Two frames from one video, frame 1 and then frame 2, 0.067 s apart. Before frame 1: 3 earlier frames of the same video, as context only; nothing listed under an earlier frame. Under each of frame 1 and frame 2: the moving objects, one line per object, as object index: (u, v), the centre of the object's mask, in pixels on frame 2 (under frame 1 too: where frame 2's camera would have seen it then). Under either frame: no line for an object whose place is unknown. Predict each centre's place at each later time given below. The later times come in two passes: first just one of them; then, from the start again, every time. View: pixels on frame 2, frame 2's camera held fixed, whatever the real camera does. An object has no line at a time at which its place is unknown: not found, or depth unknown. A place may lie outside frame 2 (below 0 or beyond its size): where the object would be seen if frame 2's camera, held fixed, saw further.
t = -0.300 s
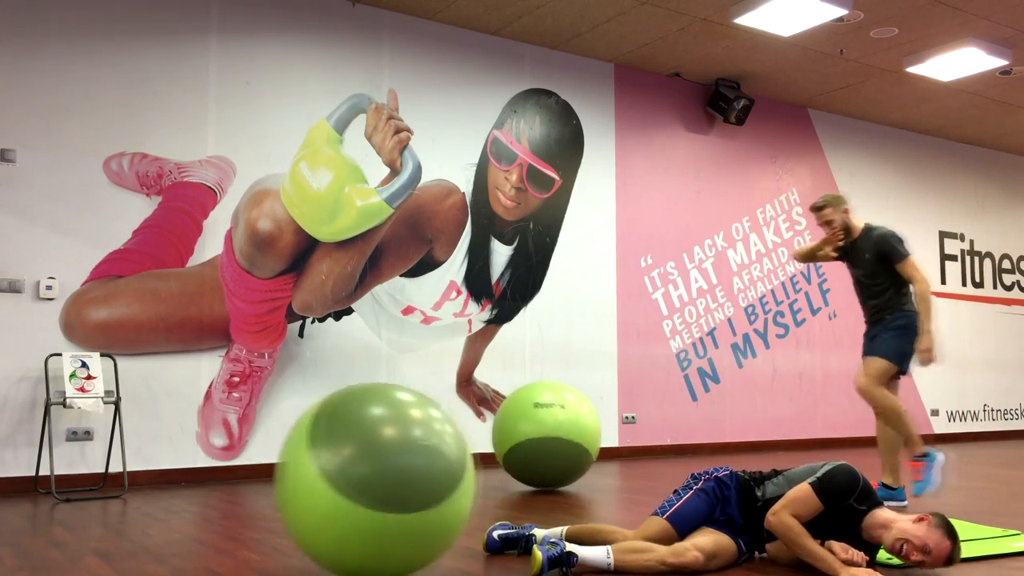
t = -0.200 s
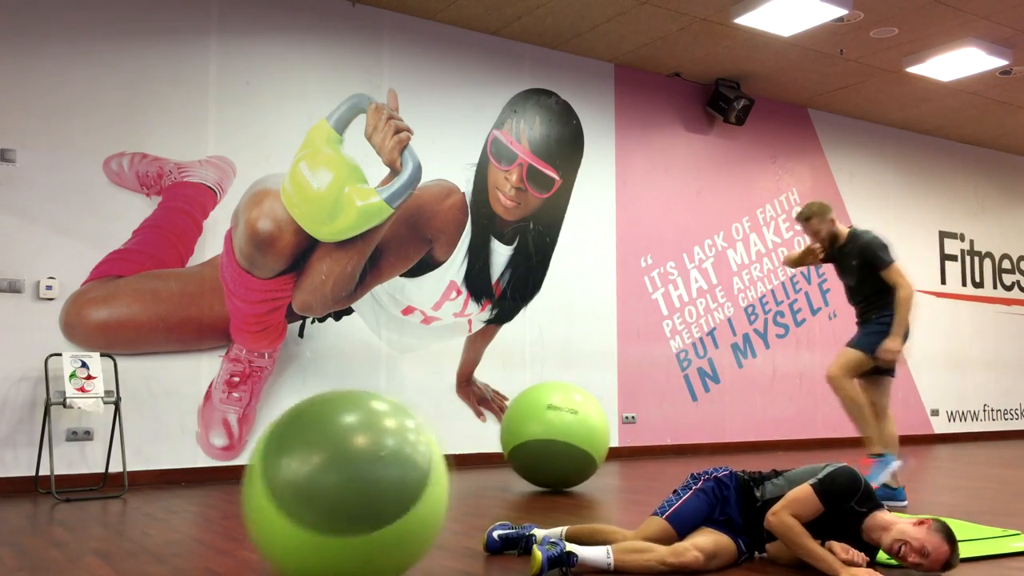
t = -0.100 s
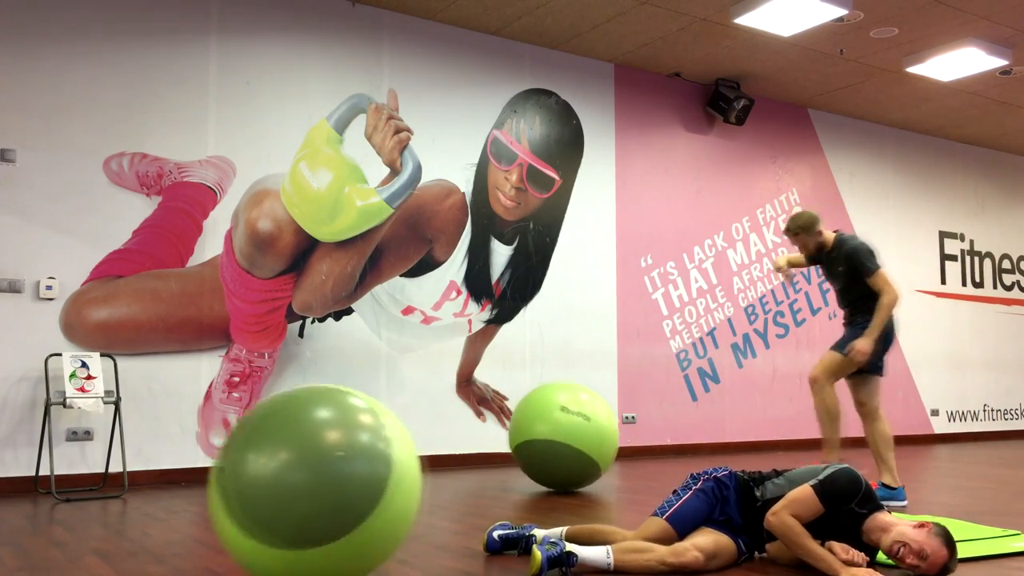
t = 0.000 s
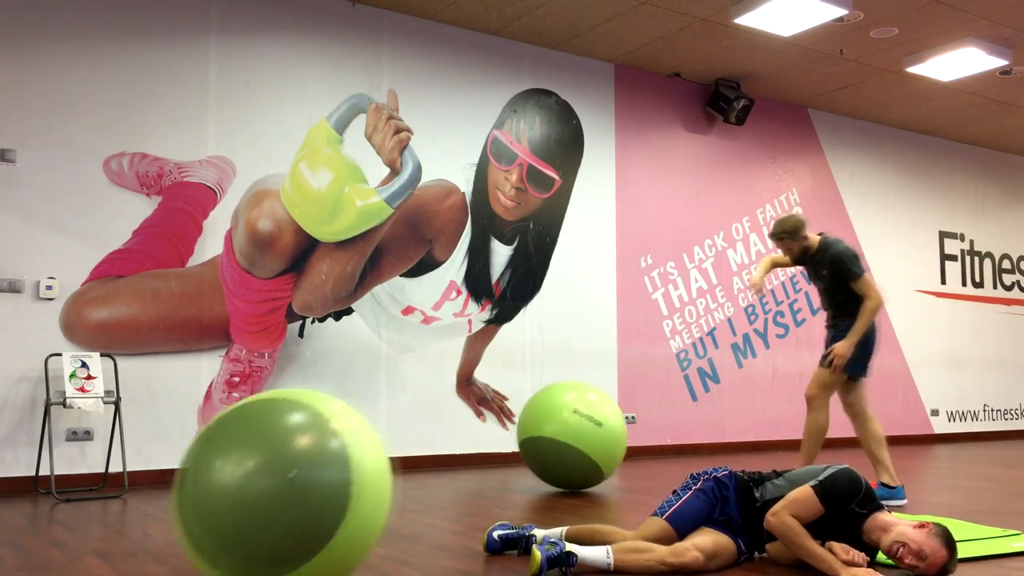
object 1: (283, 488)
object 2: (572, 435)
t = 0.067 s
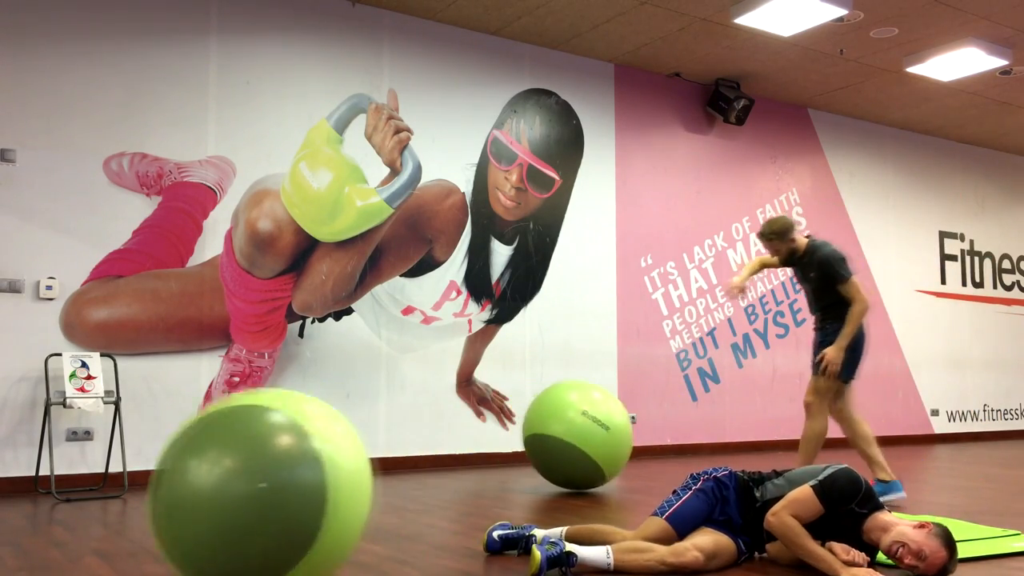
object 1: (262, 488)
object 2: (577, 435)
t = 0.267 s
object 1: (192, 490)
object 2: (592, 436)
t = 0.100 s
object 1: (250, 486)
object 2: (580, 437)
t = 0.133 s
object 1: (239, 485)
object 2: (583, 438)
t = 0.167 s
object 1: (228, 486)
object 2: (585, 436)
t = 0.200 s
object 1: (216, 489)
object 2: (588, 435)
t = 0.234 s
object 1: (204, 492)
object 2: (590, 435)
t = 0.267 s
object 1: (192, 490)
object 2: (592, 436)
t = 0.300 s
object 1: (180, 488)
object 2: (595, 437)
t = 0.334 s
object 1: (168, 488)
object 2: (597, 437)
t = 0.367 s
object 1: (156, 490)
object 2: (599, 436)
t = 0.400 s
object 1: (143, 493)
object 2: (601, 435)
